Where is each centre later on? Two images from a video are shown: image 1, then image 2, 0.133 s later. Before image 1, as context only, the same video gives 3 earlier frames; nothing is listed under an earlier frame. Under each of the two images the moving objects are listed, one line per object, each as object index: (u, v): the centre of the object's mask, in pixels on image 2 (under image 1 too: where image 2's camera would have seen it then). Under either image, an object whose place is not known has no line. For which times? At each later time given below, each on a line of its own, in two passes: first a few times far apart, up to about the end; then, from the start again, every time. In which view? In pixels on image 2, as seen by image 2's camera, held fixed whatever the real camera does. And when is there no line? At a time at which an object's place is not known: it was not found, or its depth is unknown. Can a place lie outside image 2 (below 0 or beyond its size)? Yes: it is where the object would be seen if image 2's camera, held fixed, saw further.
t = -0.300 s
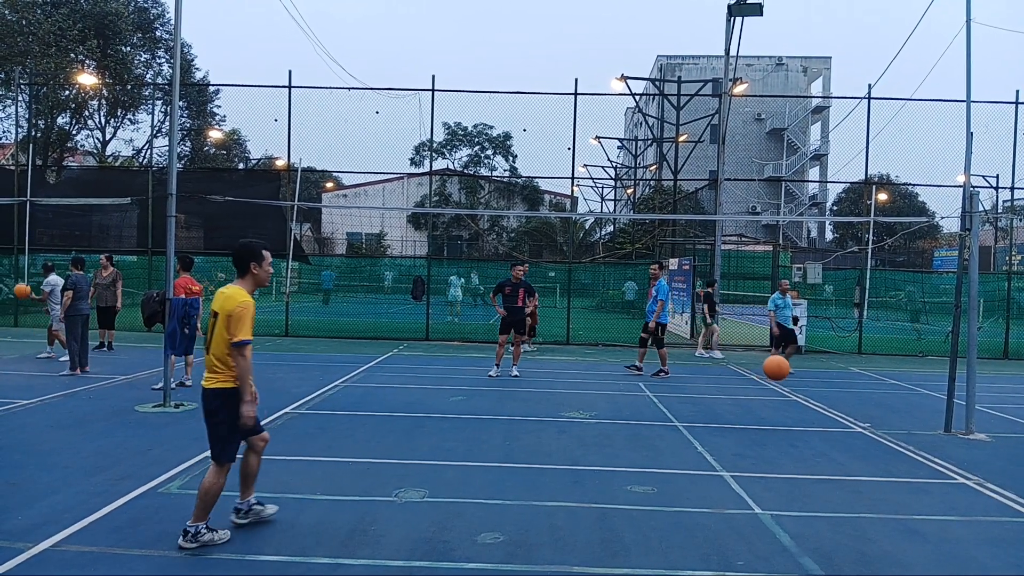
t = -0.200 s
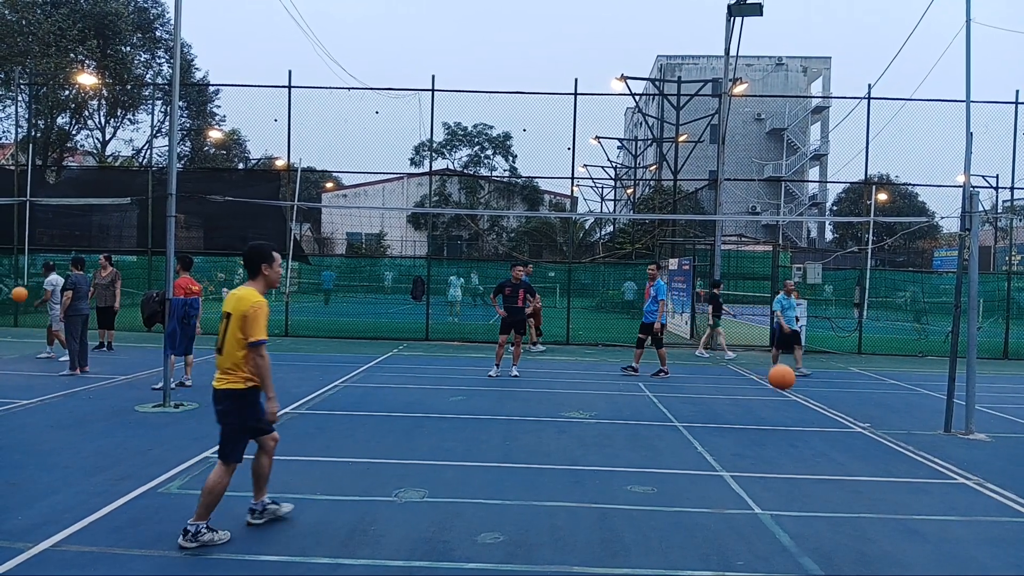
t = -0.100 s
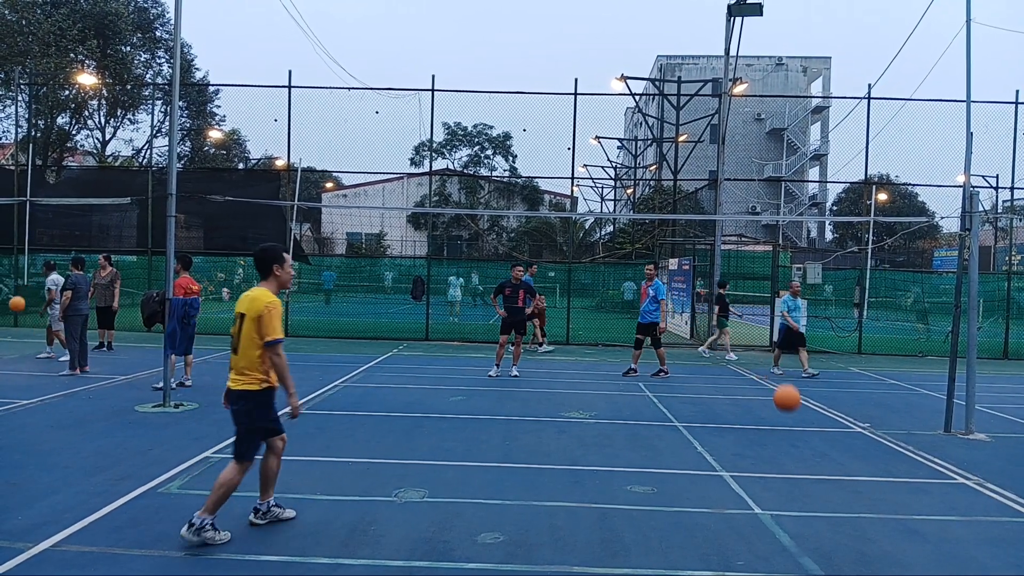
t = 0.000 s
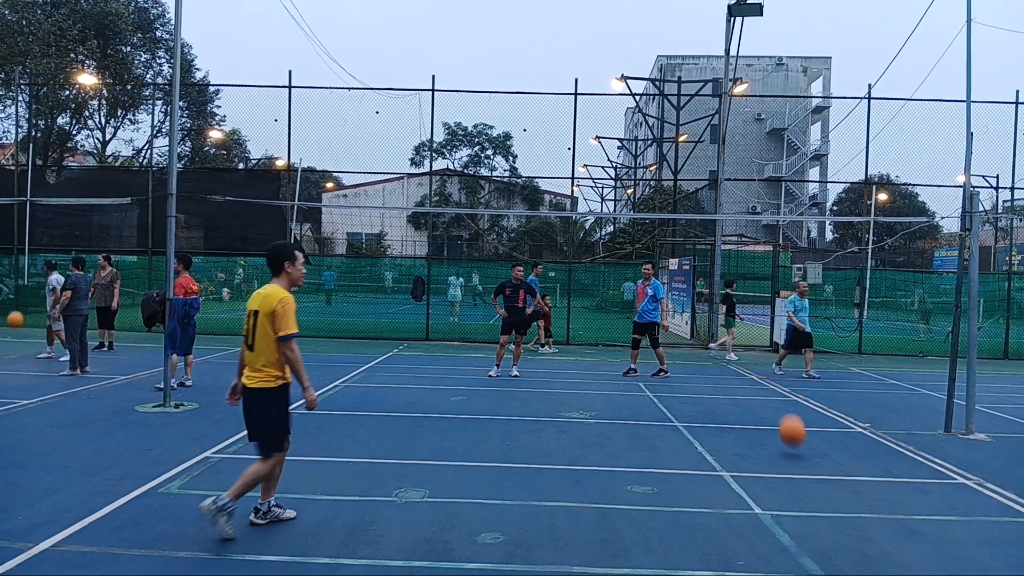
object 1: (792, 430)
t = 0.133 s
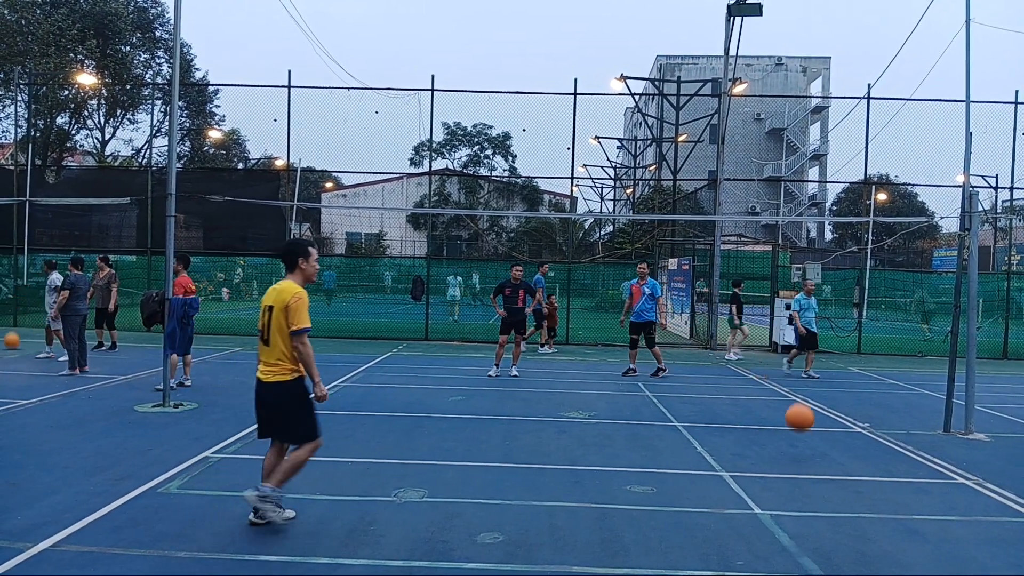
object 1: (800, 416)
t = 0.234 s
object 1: (807, 399)
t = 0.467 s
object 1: (821, 401)
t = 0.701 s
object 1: (834, 461)
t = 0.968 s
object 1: (853, 420)
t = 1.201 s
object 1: (868, 457)
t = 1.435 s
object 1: (885, 457)
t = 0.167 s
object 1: (802, 411)
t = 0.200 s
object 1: (805, 404)
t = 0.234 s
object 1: (807, 399)
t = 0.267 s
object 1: (809, 396)
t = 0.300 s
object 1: (811, 394)
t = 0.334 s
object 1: (813, 393)
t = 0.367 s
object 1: (814, 393)
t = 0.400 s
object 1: (817, 394)
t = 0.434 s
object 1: (819, 397)
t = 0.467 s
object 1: (821, 401)
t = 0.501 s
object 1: (823, 406)
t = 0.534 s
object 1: (825, 413)
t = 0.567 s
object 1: (826, 422)
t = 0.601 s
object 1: (828, 432)
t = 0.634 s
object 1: (830, 443)
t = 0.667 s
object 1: (832, 455)
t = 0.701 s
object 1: (834, 461)
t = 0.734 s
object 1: (837, 452)
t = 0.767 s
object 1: (839, 444)
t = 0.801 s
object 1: (841, 437)
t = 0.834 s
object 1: (843, 431)
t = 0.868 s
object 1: (846, 426)
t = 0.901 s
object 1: (849, 423)
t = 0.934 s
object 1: (851, 421)
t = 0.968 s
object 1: (853, 420)
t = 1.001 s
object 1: (855, 421)
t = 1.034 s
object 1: (857, 423)
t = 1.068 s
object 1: (859, 427)
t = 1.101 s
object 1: (862, 432)
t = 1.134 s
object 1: (864, 439)
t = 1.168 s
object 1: (866, 448)
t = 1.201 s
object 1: (868, 457)
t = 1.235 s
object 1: (870, 469)
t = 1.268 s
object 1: (872, 483)
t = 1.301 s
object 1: (875, 485)
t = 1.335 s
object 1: (877, 476)
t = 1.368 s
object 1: (880, 468)
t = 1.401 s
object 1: (882, 461)
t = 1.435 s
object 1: (885, 457)
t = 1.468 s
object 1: (887, 453)
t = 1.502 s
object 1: (890, 451)
